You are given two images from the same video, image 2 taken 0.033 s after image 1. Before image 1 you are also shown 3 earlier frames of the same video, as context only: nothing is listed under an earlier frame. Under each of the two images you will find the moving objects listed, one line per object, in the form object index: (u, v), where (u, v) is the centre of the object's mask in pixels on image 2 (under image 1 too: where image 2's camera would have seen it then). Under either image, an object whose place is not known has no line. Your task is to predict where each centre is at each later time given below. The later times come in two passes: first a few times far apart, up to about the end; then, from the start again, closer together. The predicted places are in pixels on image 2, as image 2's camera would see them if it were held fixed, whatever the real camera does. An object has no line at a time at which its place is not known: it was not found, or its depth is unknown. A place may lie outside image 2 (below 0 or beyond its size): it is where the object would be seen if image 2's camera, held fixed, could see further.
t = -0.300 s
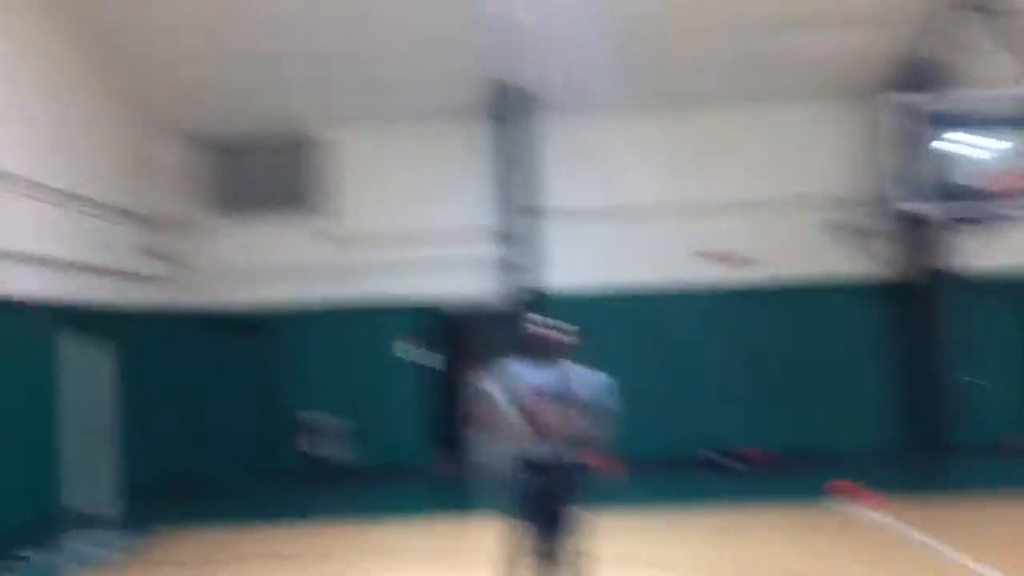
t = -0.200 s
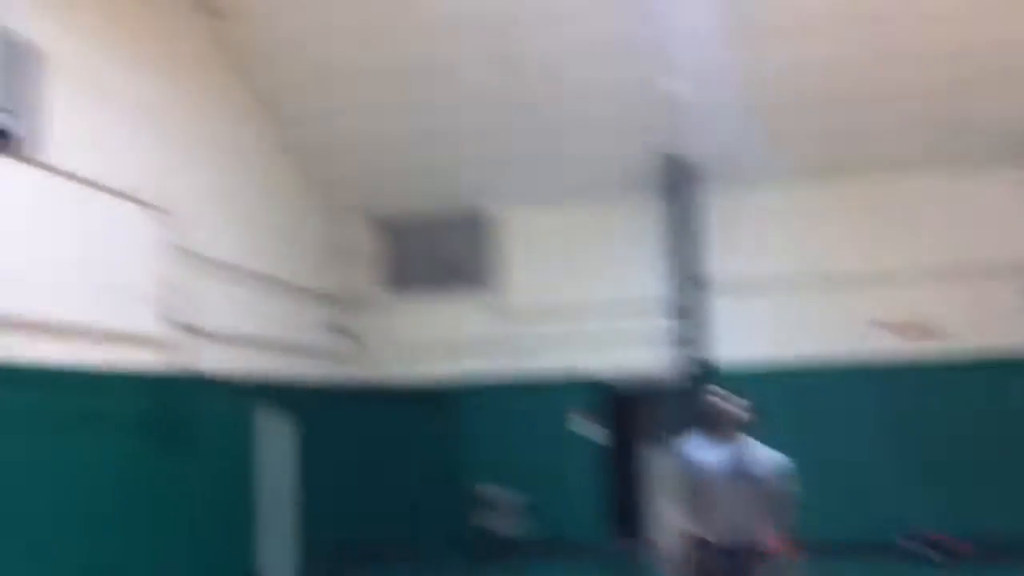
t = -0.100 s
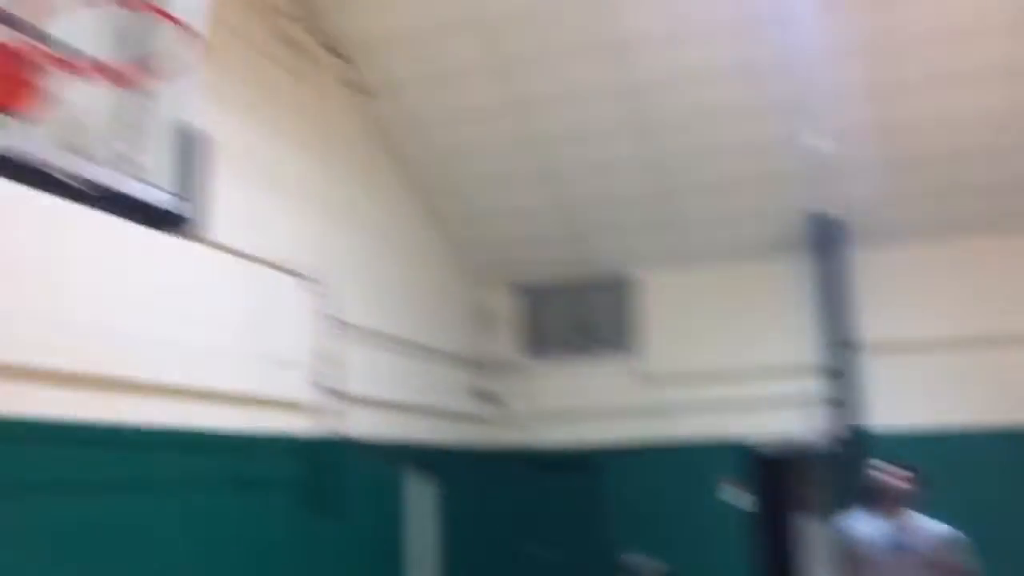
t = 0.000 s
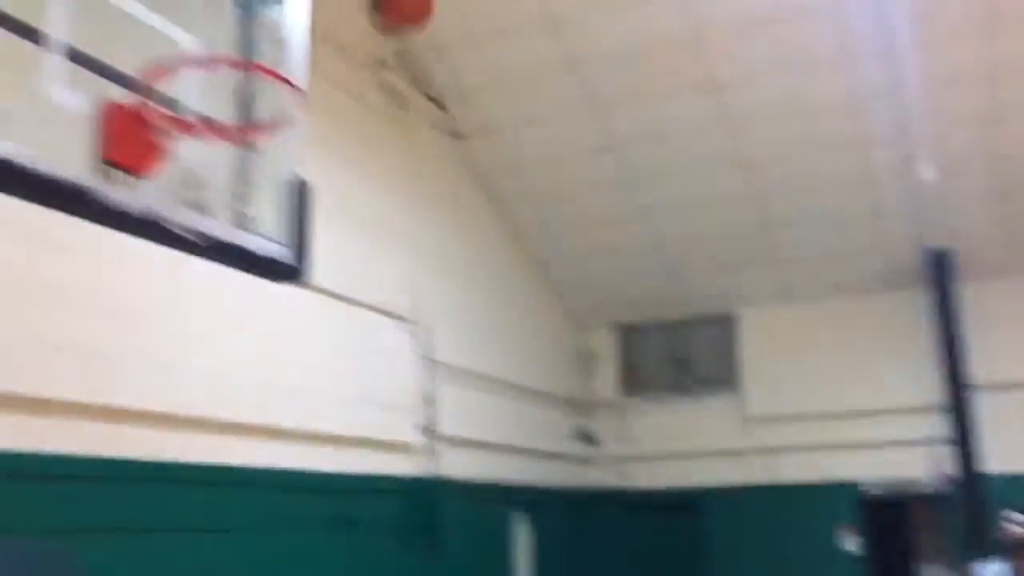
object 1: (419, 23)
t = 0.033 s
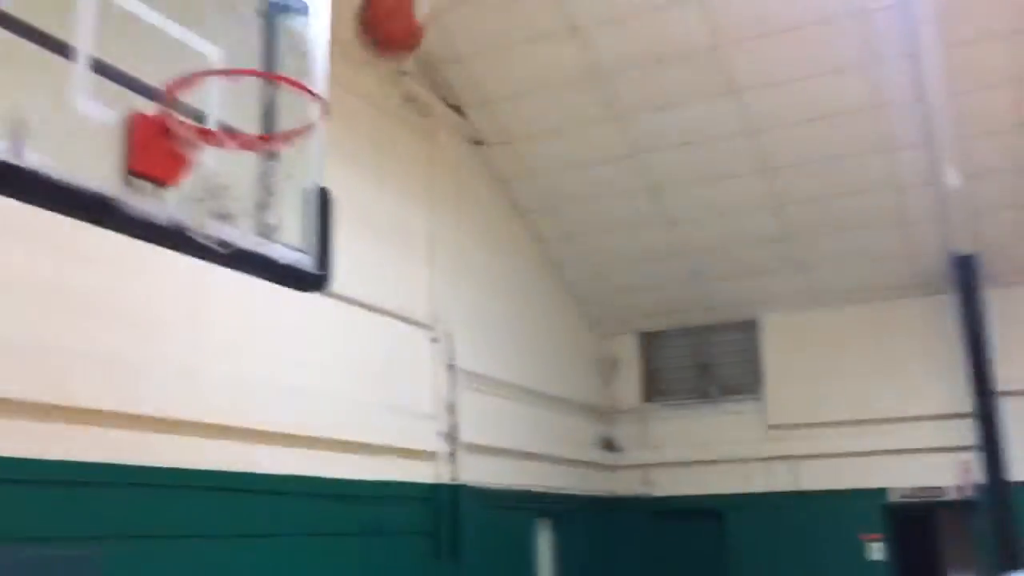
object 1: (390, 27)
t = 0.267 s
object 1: (169, 154)
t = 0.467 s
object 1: (194, 215)
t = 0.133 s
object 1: (289, 93)
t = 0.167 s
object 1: (252, 109)
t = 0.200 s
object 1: (219, 124)
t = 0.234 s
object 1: (181, 147)
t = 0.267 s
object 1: (169, 154)
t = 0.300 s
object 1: (167, 156)
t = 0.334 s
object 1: (173, 174)
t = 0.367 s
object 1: (178, 176)
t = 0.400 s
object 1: (183, 182)
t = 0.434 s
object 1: (189, 195)
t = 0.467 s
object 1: (194, 215)
